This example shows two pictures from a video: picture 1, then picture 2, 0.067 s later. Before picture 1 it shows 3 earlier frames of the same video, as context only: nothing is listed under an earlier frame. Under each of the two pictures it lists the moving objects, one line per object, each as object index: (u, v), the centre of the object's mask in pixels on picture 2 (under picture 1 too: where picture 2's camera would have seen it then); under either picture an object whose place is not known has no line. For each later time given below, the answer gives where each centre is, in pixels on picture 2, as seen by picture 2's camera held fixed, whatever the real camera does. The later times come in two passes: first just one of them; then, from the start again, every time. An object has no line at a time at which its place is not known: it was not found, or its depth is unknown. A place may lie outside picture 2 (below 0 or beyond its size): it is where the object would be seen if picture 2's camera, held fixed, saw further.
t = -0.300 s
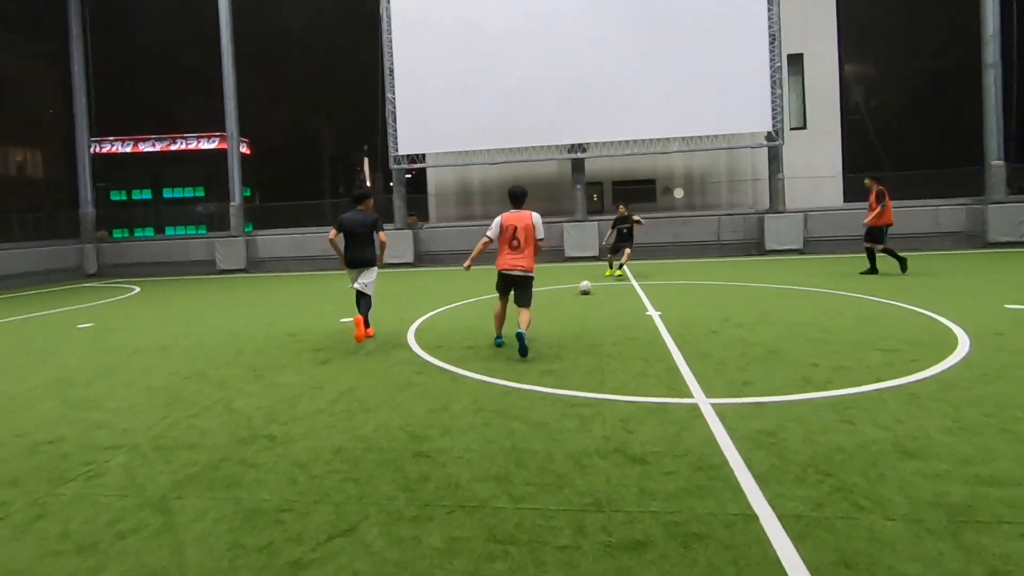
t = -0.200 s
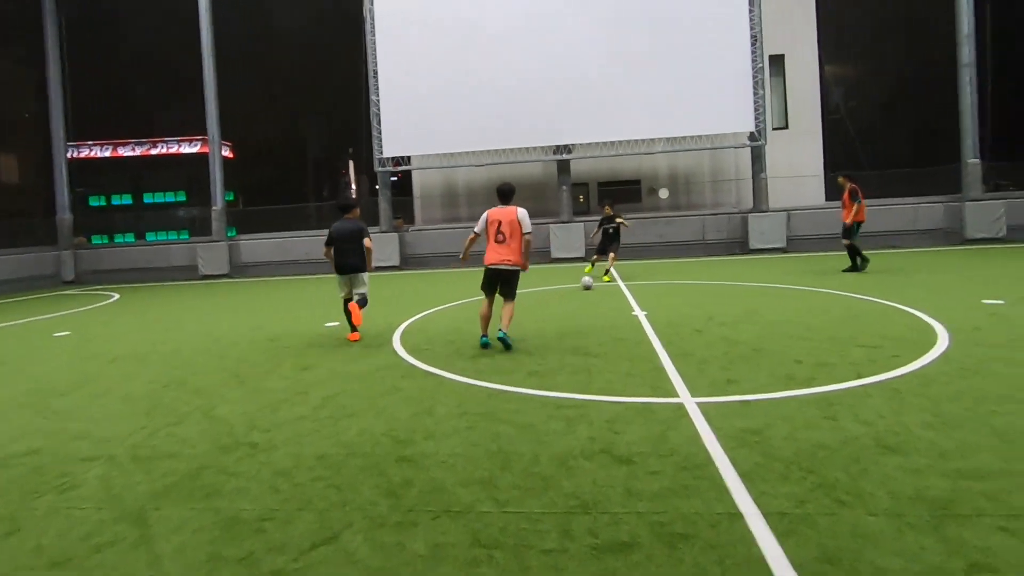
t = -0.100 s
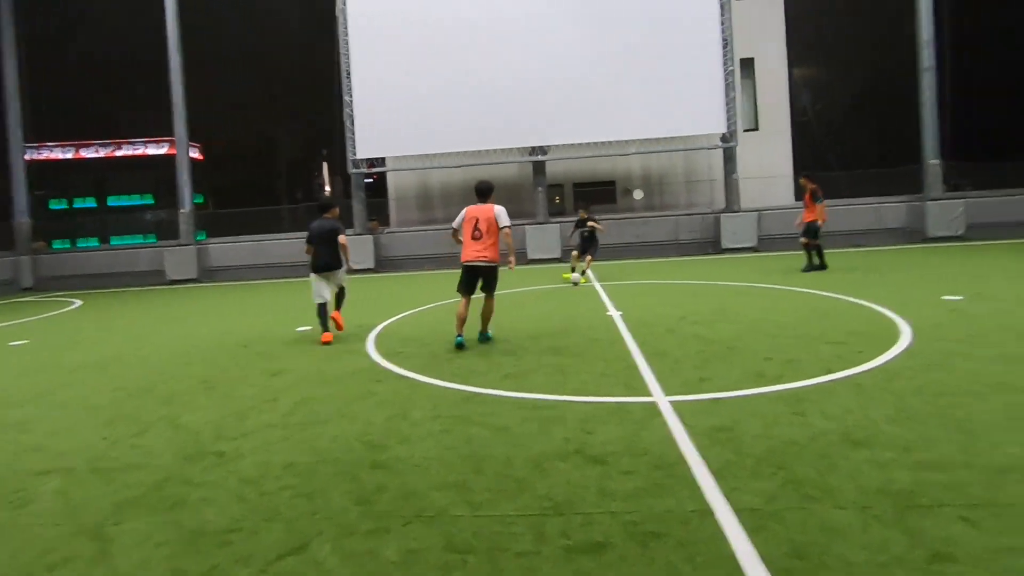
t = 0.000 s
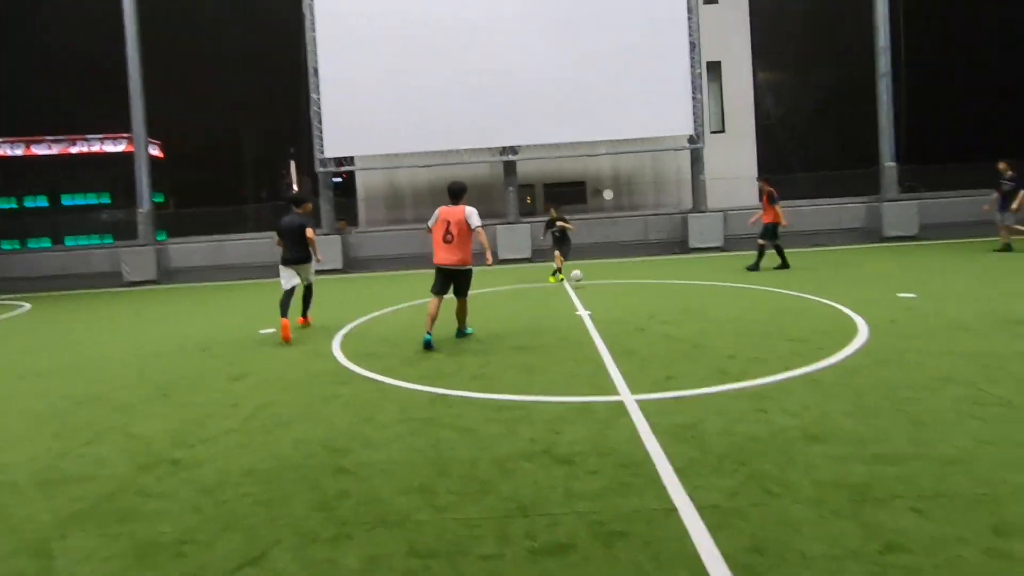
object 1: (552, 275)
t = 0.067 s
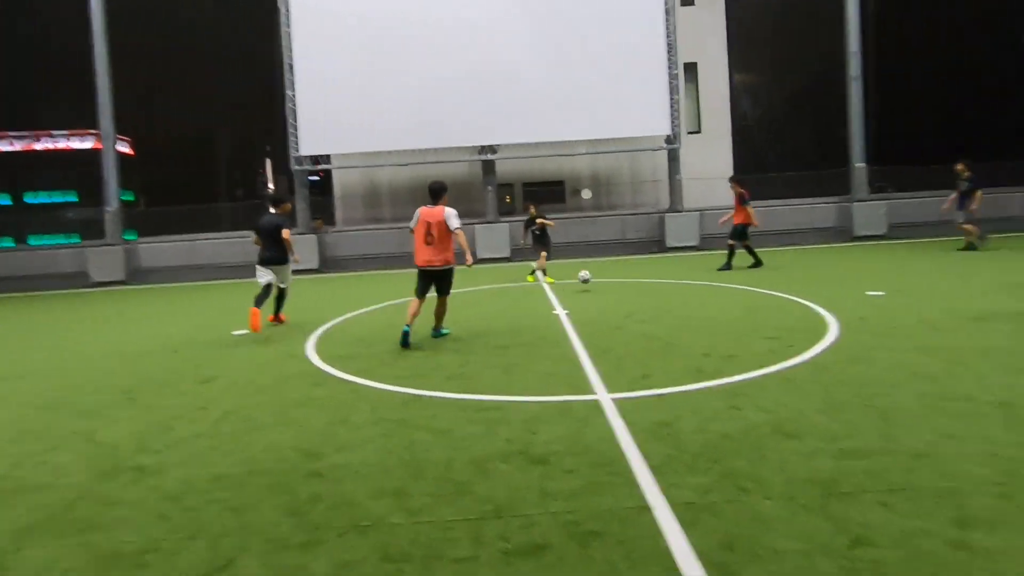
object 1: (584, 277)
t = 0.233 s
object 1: (689, 296)
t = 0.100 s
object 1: (602, 278)
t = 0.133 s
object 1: (621, 281)
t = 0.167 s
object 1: (642, 285)
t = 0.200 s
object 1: (664, 290)
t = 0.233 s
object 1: (689, 296)
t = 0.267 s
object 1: (713, 300)
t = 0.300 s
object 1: (739, 303)
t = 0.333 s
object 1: (766, 306)
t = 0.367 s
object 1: (796, 312)
